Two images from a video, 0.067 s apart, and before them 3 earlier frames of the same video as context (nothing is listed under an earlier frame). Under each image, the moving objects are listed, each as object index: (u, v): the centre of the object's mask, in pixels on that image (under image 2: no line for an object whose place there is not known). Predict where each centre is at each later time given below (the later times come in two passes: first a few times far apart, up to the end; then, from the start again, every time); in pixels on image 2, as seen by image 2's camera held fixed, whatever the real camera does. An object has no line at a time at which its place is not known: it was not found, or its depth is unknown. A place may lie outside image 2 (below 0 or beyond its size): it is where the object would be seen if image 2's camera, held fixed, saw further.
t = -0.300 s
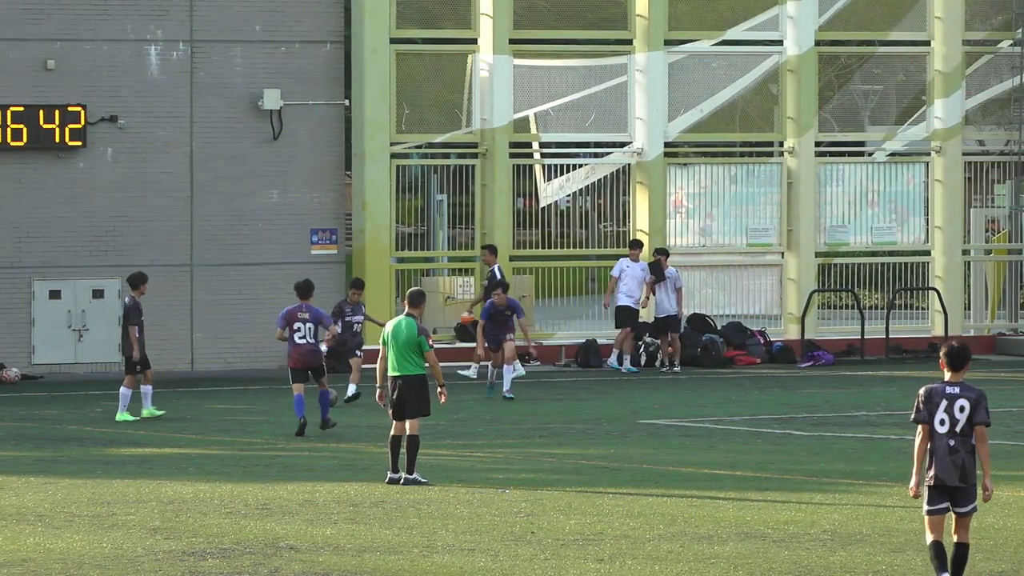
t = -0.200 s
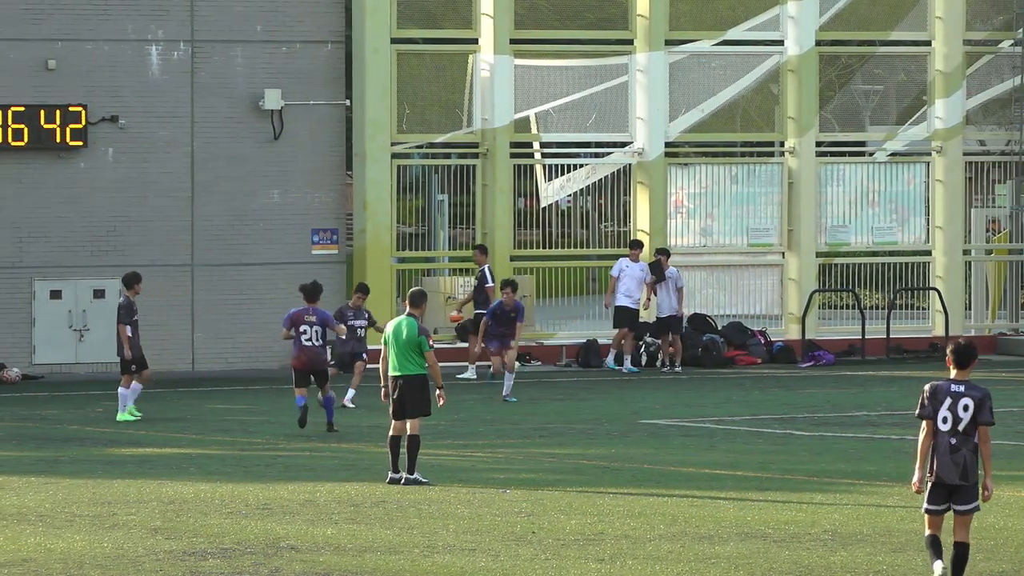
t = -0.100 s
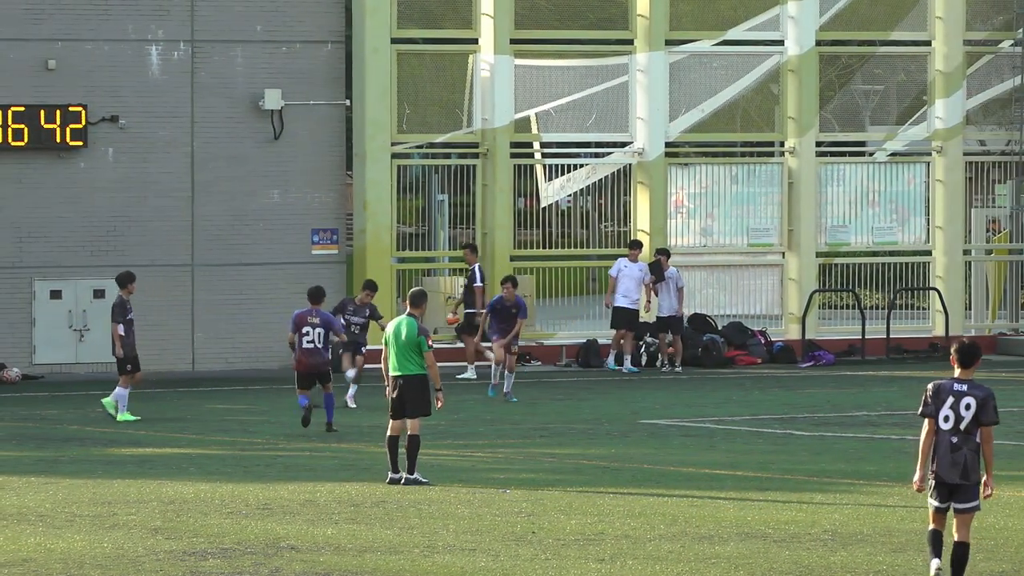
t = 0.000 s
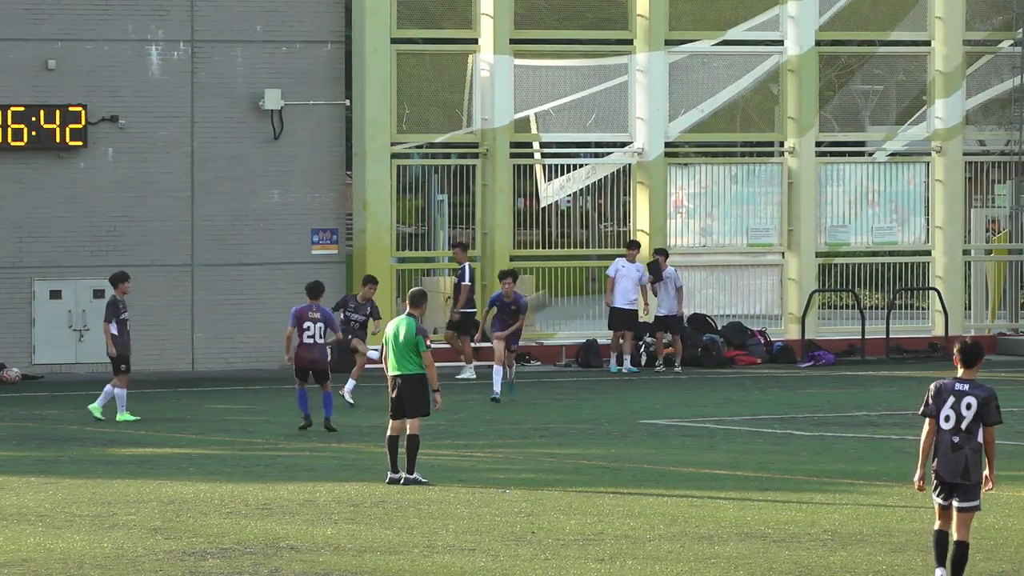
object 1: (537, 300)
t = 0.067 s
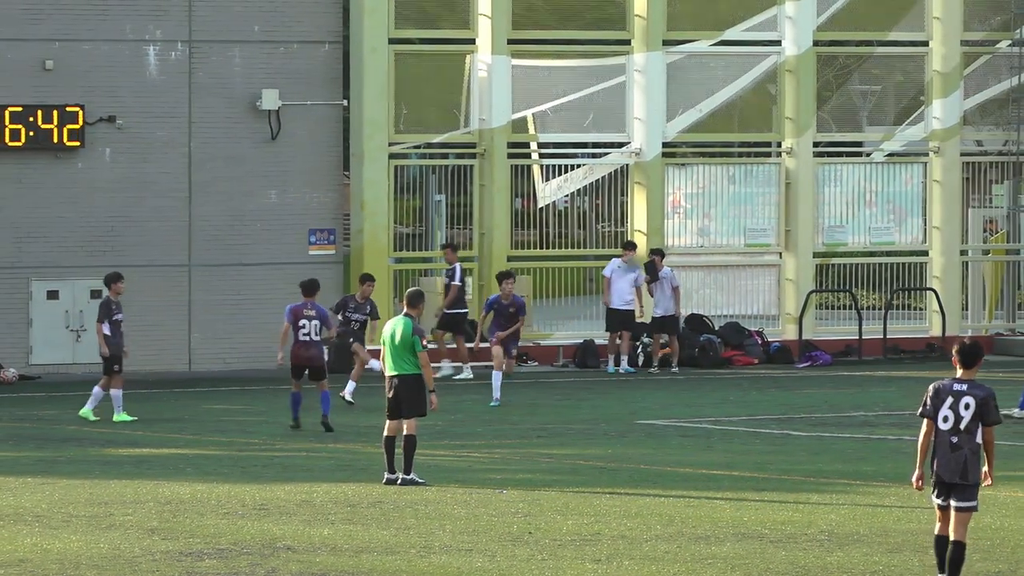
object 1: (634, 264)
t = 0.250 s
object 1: (896, 171)
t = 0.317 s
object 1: (1000, 141)
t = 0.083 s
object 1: (656, 254)
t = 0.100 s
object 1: (678, 248)
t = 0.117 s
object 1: (702, 237)
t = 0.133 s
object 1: (726, 229)
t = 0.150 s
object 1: (750, 220)
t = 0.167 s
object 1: (772, 212)
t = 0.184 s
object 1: (796, 202)
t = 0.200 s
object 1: (821, 195)
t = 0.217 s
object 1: (846, 187)
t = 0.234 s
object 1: (871, 179)
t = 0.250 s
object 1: (896, 171)
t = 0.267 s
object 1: (923, 162)
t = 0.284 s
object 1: (949, 155)
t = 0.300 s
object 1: (974, 147)
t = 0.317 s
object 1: (1000, 141)
